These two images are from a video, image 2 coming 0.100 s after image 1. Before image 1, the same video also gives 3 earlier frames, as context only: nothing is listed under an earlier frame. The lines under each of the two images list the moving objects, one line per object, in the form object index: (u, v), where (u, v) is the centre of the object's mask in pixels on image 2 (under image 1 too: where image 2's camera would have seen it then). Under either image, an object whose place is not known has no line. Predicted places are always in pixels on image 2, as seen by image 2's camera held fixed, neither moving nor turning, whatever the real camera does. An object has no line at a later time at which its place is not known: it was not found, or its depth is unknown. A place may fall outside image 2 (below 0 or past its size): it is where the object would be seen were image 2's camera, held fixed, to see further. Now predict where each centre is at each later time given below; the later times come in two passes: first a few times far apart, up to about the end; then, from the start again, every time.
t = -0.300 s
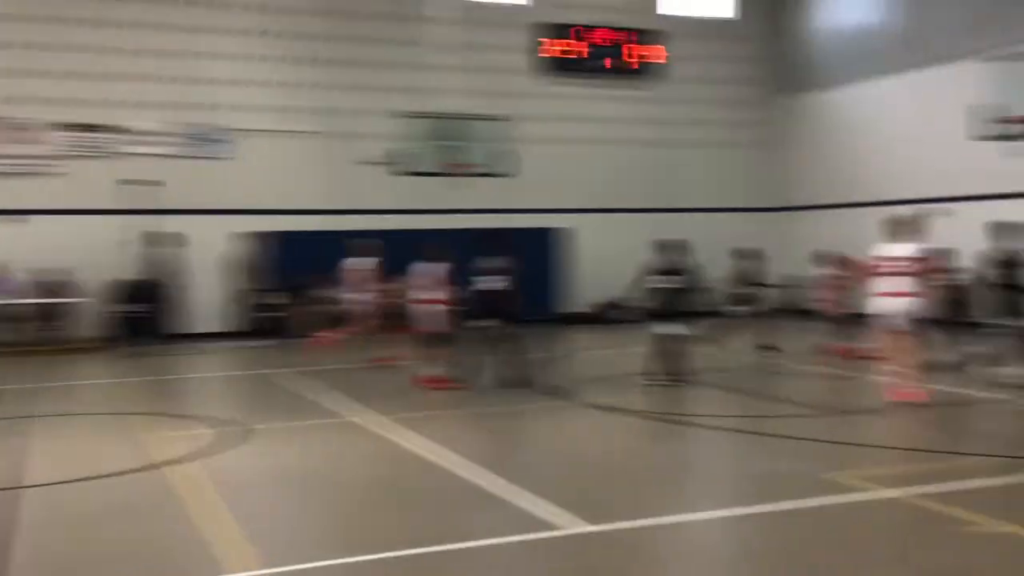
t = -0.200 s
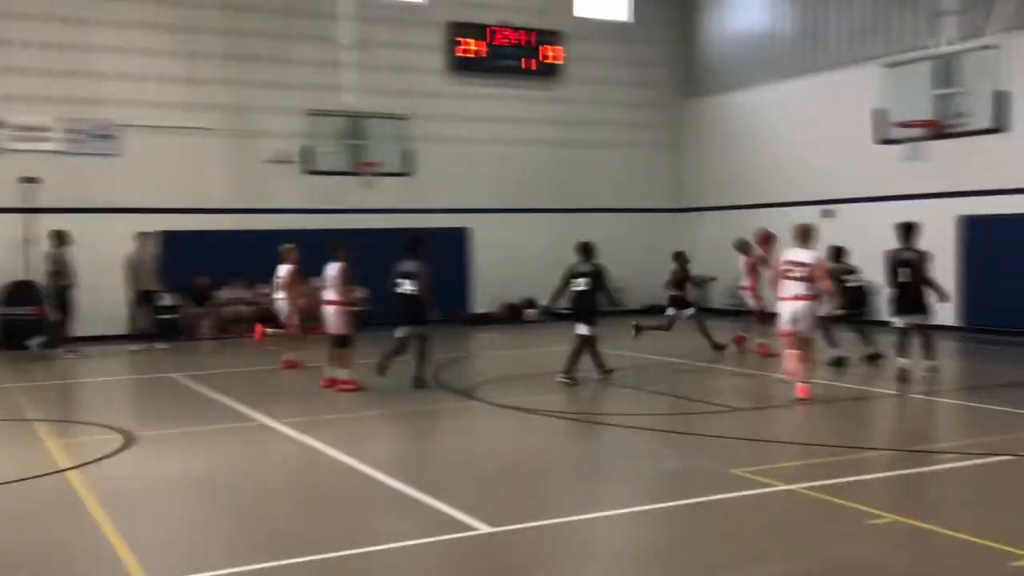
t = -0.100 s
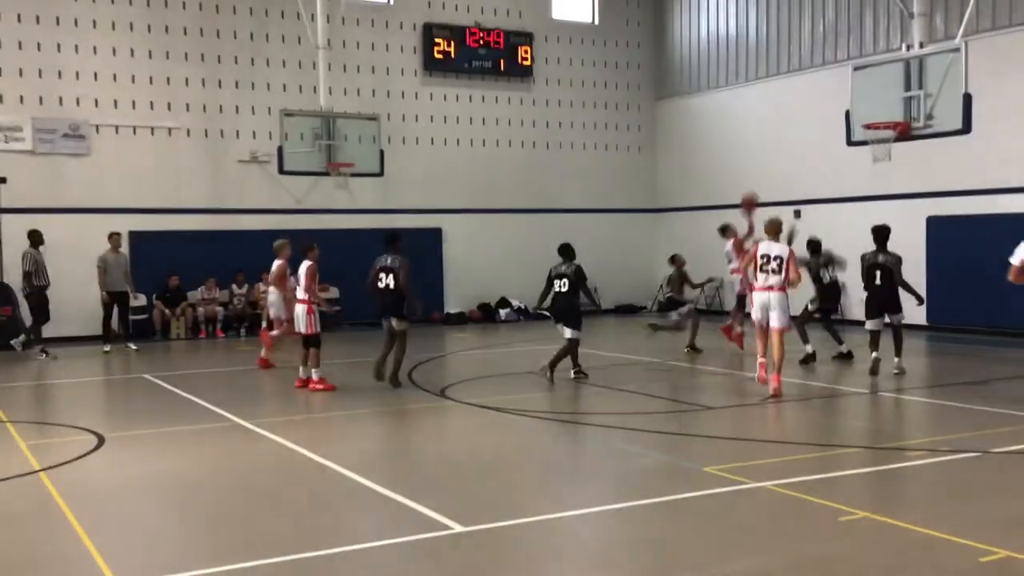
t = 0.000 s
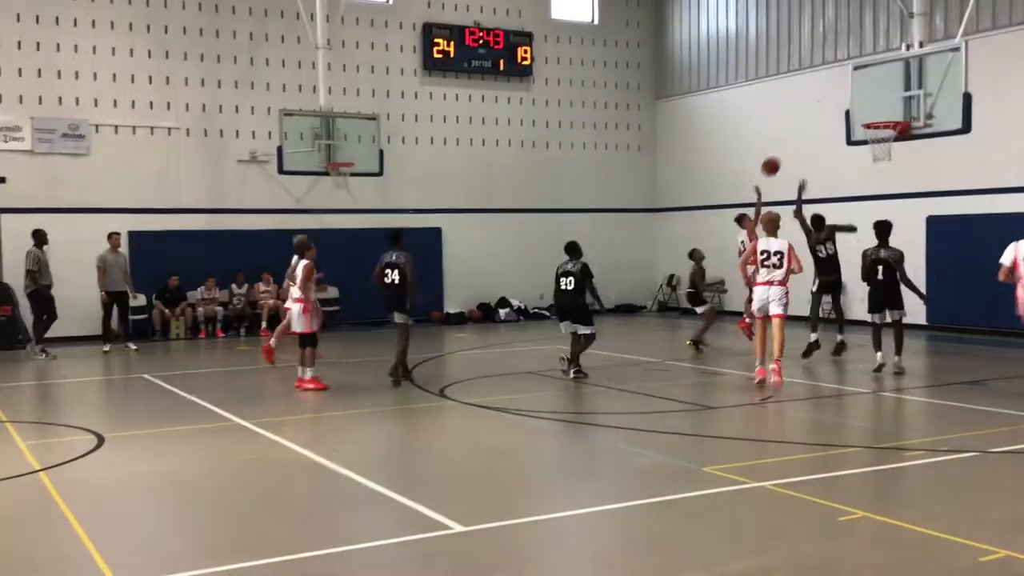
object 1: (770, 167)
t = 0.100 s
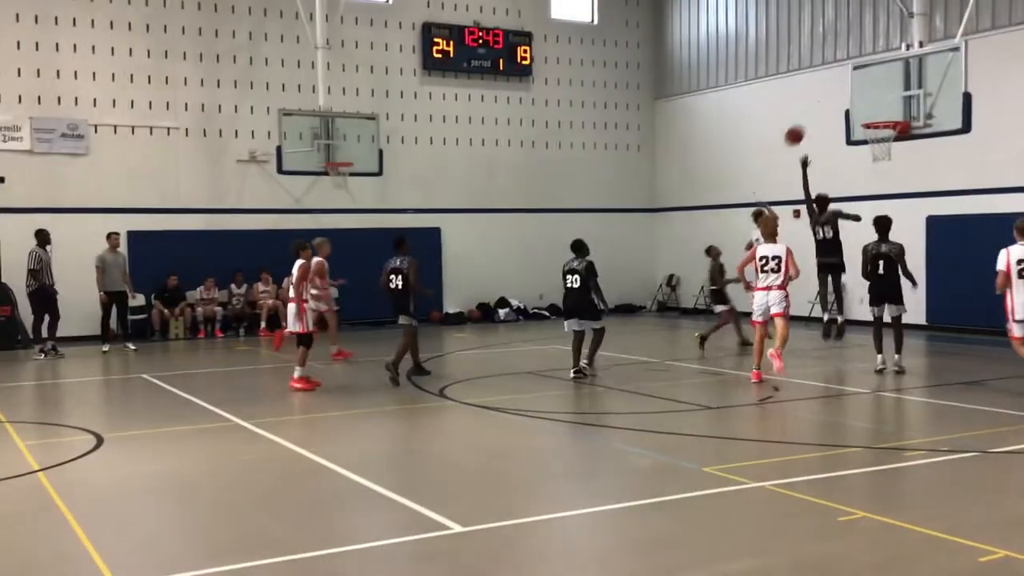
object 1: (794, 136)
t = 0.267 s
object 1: (835, 99)
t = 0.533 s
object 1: (876, 85)
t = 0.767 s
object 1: (879, 113)
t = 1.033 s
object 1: (874, 111)
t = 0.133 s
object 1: (802, 127)
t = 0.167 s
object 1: (810, 119)
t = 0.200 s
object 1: (818, 111)
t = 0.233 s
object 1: (827, 105)
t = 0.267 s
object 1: (835, 99)
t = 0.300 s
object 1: (844, 94)
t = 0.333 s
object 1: (852, 89)
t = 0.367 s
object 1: (860, 86)
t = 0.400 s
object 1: (869, 84)
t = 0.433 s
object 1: (874, 82)
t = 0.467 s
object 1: (875, 82)
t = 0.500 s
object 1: (875, 83)
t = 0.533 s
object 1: (876, 85)
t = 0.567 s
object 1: (876, 88)
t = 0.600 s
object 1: (877, 91)
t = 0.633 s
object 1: (877, 96)
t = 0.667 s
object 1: (878, 101)
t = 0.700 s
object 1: (879, 108)
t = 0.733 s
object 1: (879, 114)
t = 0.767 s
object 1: (879, 113)
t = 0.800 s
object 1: (878, 110)
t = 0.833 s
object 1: (878, 107)
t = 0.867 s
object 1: (877, 105)
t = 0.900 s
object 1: (877, 105)
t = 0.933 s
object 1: (876, 105)
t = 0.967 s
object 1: (876, 106)
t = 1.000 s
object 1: (875, 108)
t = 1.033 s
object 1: (874, 111)
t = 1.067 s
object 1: (874, 114)
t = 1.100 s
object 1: (873, 116)
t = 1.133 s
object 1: (873, 119)
